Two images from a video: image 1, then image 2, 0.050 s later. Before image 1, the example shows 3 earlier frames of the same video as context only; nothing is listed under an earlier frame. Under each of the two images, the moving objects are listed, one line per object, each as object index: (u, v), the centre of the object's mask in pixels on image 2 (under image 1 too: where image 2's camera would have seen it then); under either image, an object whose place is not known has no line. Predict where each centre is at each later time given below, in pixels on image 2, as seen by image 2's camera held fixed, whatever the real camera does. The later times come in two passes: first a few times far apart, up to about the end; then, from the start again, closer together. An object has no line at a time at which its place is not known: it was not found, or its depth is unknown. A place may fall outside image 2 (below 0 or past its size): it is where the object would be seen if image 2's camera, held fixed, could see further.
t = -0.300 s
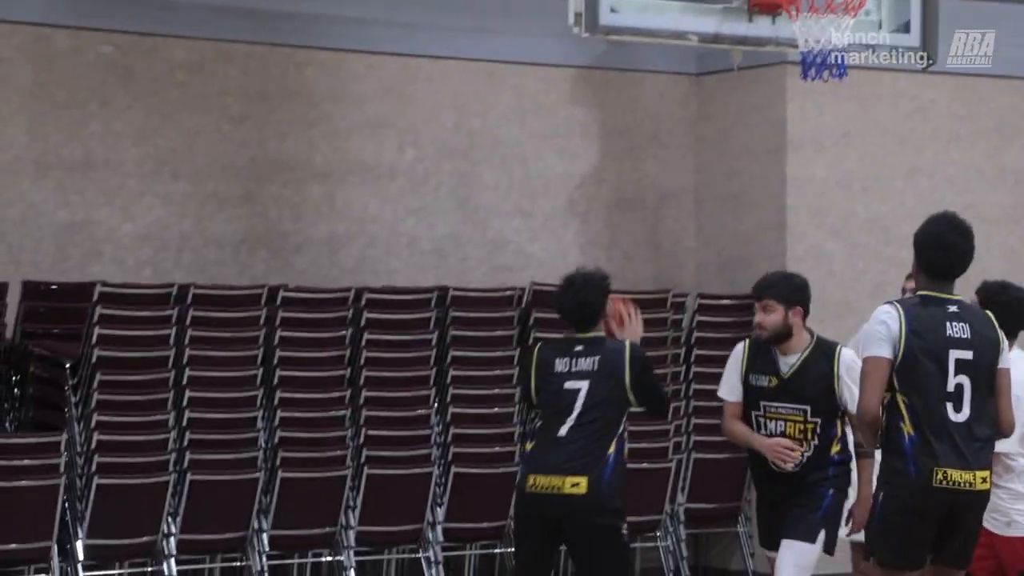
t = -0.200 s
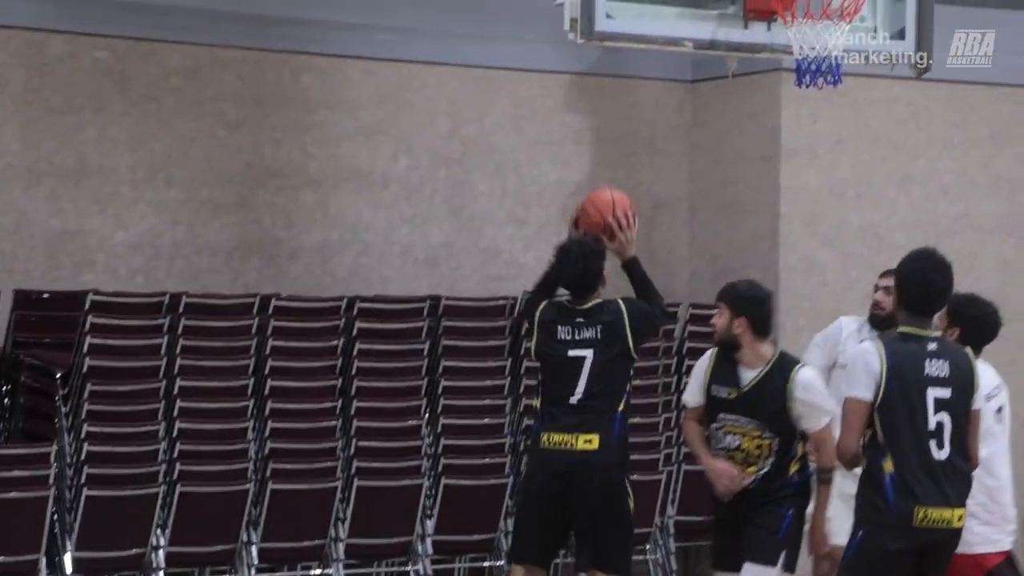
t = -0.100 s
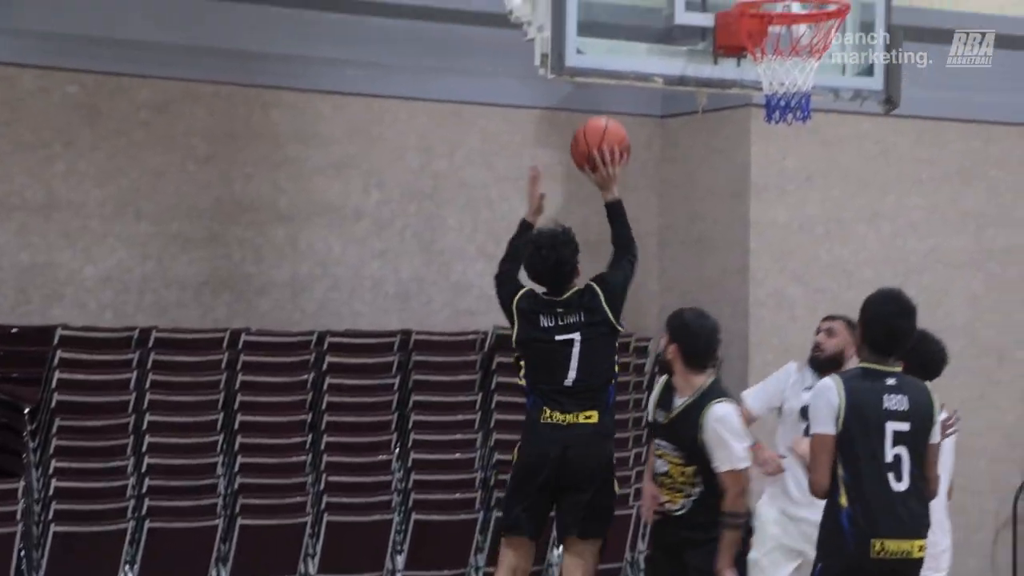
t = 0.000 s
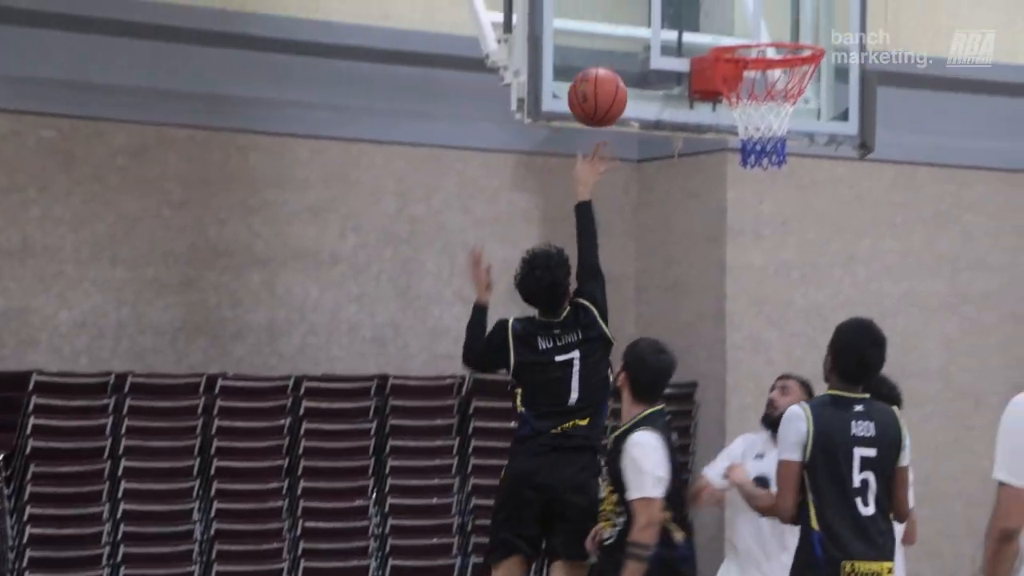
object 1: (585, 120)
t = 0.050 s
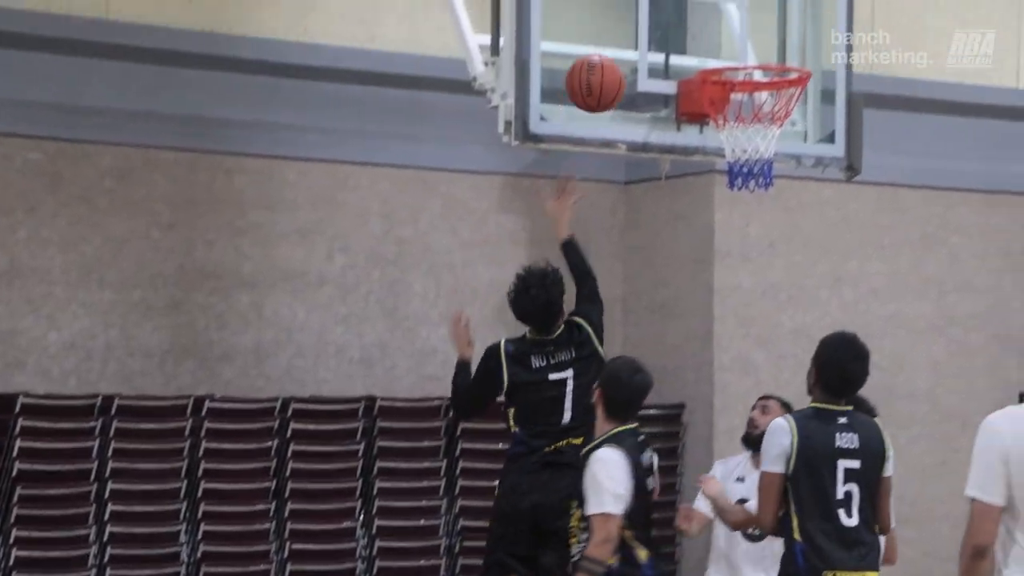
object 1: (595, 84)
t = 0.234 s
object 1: (630, 4)
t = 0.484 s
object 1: (721, 41)
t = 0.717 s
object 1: (795, 164)
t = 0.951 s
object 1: (828, 327)
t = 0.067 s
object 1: (598, 73)
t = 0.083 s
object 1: (601, 63)
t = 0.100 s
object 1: (605, 54)
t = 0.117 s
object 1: (608, 45)
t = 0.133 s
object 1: (611, 37)
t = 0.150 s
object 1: (615, 29)
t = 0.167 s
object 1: (618, 23)
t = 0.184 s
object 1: (621, 18)
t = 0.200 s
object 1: (624, 12)
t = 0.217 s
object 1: (627, 8)
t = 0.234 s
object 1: (630, 4)
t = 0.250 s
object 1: (633, 1)
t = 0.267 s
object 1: (637, -1)
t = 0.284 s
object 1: (640, -2)
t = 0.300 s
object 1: (646, -2)
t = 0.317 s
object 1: (652, -2)
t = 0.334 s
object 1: (660, 0)
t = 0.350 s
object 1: (666, 2)
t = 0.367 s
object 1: (673, 4)
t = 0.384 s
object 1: (680, 7)
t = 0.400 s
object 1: (687, 11)
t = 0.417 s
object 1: (694, 17)
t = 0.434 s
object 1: (700, 22)
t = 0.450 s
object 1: (708, 28)
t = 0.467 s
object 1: (714, 34)
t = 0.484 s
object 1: (721, 41)
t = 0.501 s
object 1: (728, 46)
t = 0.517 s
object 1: (734, 50)
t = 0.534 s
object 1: (744, 65)
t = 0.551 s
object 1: (748, 79)
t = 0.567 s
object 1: (756, 93)
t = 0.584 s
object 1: (762, 99)
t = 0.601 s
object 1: (769, 109)
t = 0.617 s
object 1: (775, 122)
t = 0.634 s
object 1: (781, 134)
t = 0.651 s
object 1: (786, 143)
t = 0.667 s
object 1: (788, 147)
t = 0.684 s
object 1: (790, 158)
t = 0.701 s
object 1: (794, 158)
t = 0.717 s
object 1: (795, 164)
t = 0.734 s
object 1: (798, 171)
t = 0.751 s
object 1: (800, 180)
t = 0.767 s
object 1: (803, 188)
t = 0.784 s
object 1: (805, 197)
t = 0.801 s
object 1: (807, 207)
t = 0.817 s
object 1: (809, 217)
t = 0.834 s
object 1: (811, 229)
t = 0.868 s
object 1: (815, 253)
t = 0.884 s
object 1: (818, 267)
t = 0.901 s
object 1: (820, 281)
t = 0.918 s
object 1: (822, 295)
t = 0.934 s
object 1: (825, 311)
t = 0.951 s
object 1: (828, 327)
